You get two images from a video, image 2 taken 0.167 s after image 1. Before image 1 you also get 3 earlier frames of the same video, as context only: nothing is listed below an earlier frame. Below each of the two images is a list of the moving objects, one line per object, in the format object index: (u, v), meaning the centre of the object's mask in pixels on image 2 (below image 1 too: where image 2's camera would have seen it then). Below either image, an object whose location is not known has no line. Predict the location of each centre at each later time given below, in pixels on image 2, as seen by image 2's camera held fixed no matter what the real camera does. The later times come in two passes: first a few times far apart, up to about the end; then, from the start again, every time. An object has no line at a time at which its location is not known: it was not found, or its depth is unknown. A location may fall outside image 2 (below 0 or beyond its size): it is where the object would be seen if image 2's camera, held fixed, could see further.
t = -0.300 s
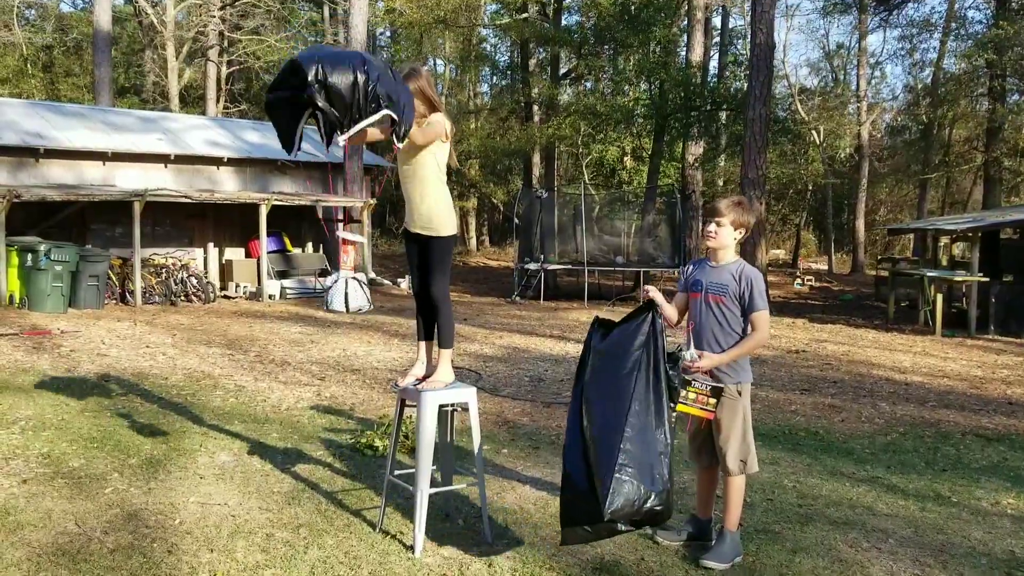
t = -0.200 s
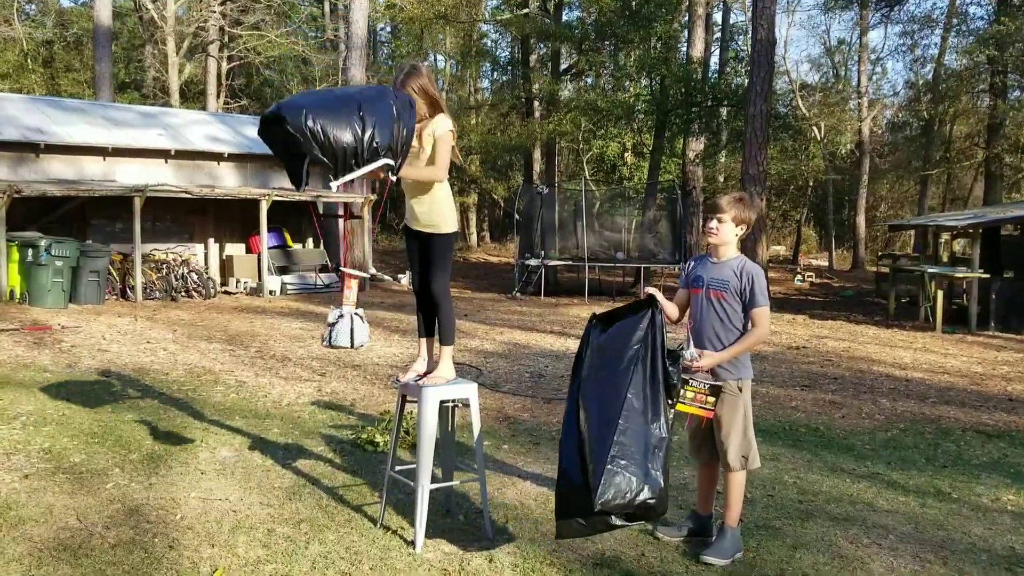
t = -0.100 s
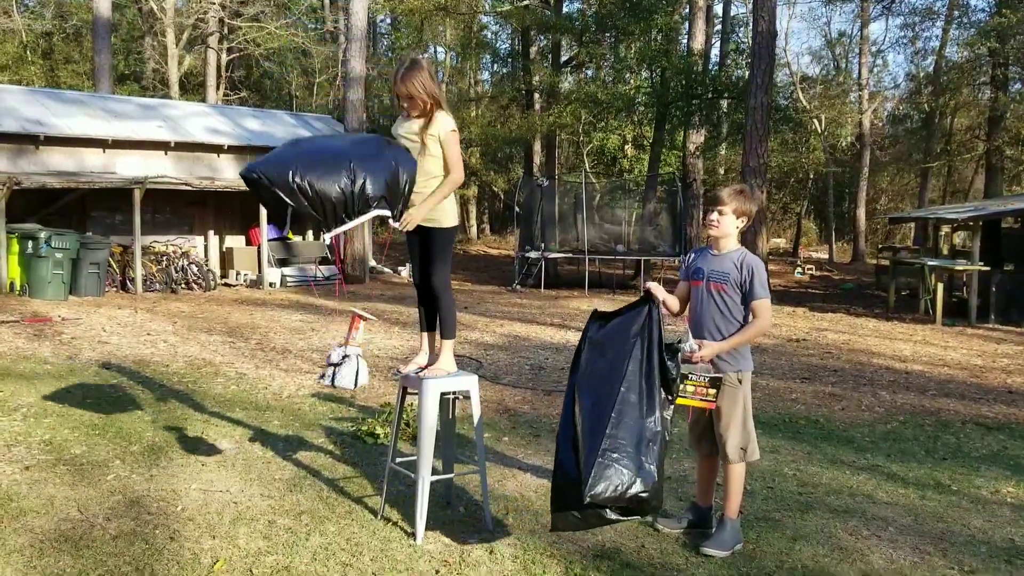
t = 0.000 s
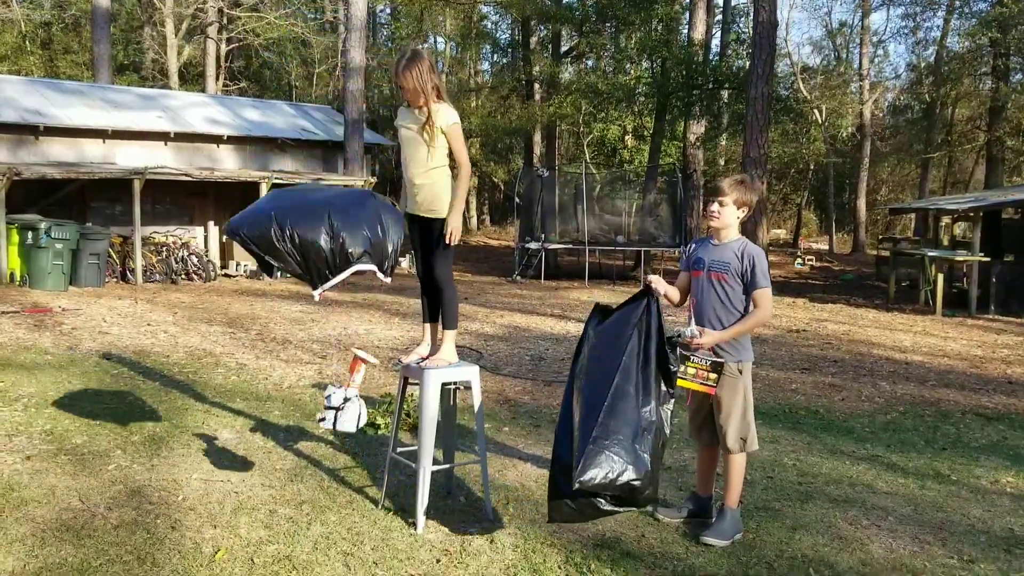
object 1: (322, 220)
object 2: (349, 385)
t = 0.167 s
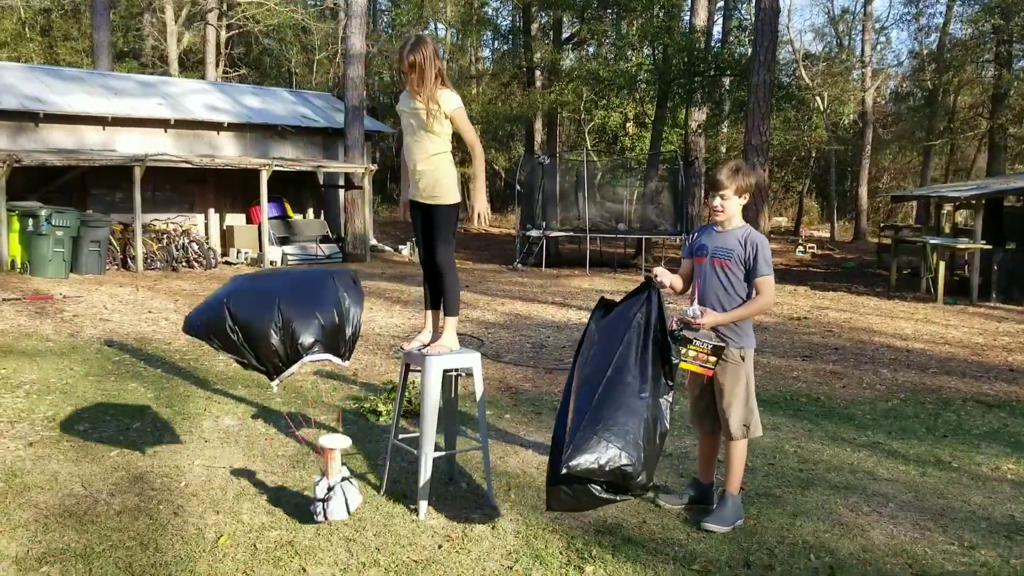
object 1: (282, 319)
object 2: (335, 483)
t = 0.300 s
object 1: (246, 391)
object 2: (324, 502)
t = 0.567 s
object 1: (180, 481)
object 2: (302, 533)
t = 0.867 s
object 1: (134, 552)
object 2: (296, 532)
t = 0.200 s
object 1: (273, 338)
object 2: (330, 503)
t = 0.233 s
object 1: (265, 357)
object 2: (326, 506)
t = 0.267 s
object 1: (256, 375)
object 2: (325, 503)
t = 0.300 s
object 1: (246, 391)
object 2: (324, 502)
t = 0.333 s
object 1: (236, 405)
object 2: (323, 504)
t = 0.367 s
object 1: (227, 417)
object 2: (320, 509)
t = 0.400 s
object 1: (217, 428)
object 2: (317, 517)
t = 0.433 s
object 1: (208, 438)
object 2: (314, 526)
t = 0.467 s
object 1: (199, 450)
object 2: (311, 534)
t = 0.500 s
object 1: (192, 460)
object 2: (308, 534)
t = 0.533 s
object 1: (186, 470)
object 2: (305, 534)
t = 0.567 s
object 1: (180, 481)
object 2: (302, 533)
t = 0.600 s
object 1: (175, 491)
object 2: (299, 533)
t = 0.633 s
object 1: (169, 502)
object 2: (297, 533)
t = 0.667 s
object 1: (165, 509)
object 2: (295, 532)
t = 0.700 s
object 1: (160, 516)
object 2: (294, 532)
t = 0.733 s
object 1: (155, 523)
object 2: (294, 532)
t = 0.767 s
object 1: (149, 529)
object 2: (294, 532)
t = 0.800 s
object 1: (143, 537)
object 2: (294, 532)
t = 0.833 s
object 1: (137, 545)
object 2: (295, 532)
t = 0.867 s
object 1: (134, 552)
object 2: (296, 532)
